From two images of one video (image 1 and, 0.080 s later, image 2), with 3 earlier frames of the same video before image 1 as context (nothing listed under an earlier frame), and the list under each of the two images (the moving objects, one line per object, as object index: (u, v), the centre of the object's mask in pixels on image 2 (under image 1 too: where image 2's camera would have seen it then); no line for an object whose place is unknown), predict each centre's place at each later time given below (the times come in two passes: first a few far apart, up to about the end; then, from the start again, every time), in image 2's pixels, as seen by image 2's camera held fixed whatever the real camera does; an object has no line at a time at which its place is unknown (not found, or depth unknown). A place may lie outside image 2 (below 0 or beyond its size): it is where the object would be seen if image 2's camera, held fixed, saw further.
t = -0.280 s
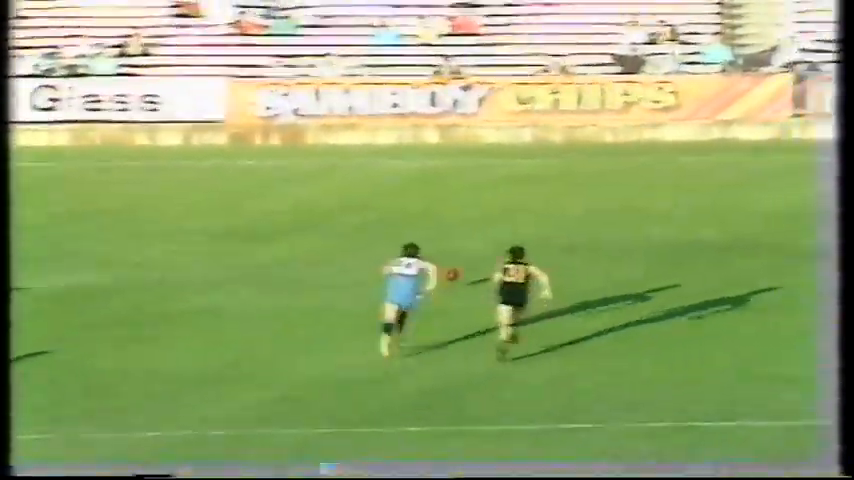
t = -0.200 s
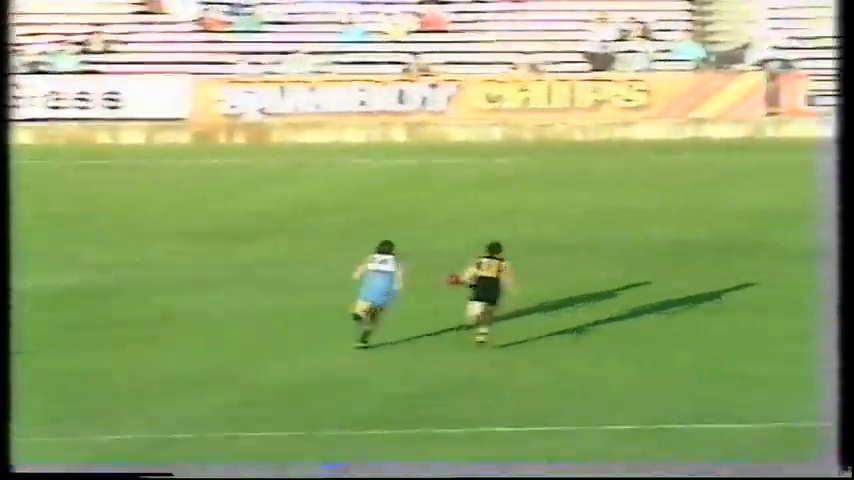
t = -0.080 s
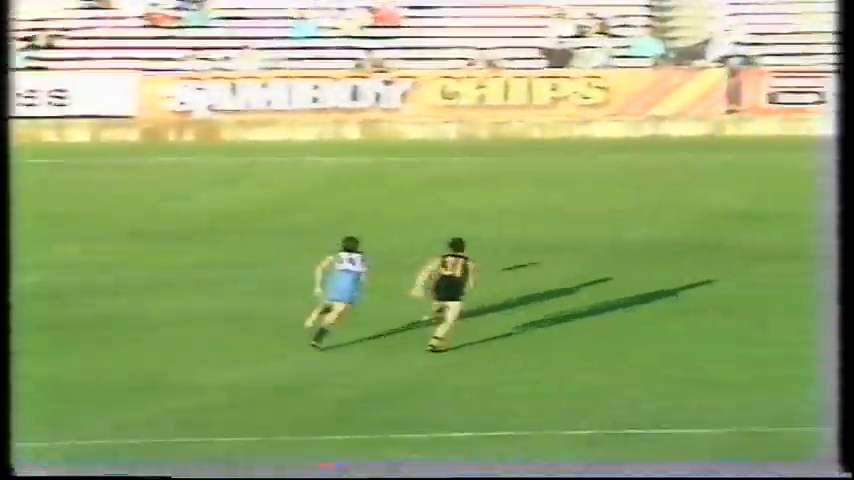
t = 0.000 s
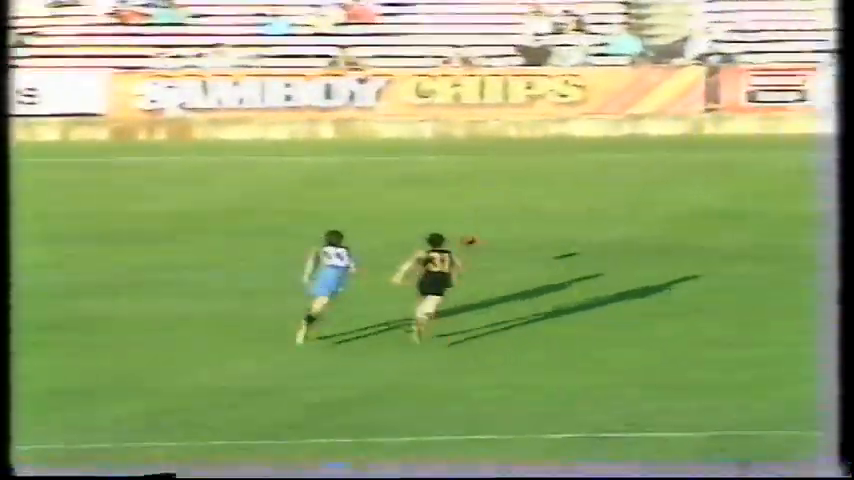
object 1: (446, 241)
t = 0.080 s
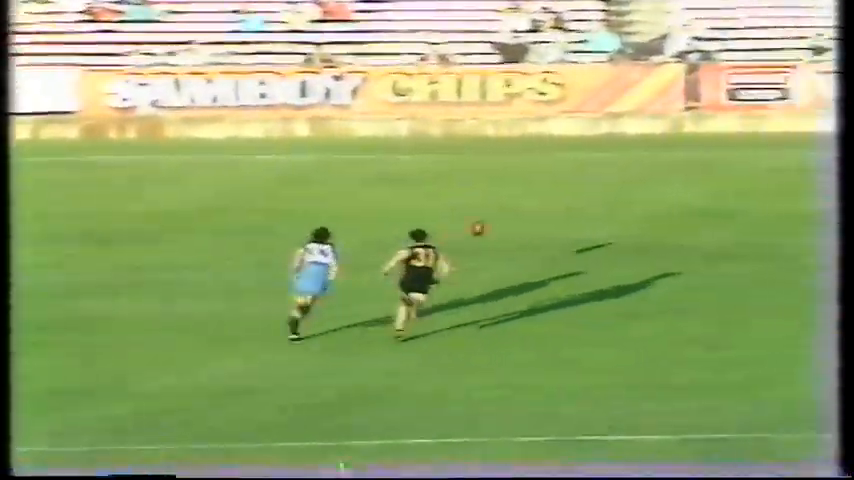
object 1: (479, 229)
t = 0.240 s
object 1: (544, 217)
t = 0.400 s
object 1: (610, 221)
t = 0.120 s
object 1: (496, 224)
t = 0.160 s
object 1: (512, 221)
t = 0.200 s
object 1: (528, 218)
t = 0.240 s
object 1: (544, 217)
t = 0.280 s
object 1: (561, 217)
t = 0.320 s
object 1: (577, 217)
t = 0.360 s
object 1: (593, 218)
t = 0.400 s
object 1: (610, 221)
